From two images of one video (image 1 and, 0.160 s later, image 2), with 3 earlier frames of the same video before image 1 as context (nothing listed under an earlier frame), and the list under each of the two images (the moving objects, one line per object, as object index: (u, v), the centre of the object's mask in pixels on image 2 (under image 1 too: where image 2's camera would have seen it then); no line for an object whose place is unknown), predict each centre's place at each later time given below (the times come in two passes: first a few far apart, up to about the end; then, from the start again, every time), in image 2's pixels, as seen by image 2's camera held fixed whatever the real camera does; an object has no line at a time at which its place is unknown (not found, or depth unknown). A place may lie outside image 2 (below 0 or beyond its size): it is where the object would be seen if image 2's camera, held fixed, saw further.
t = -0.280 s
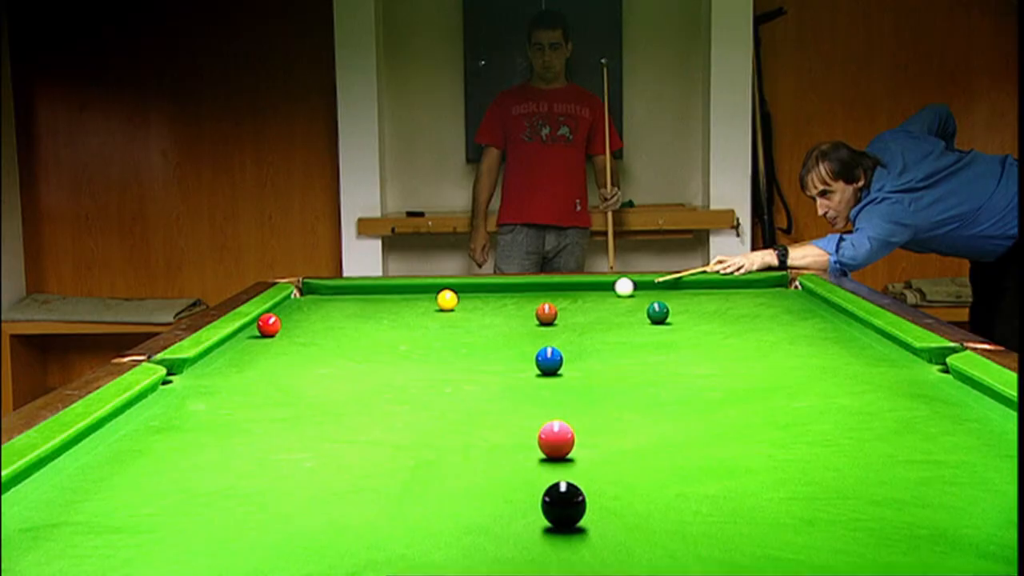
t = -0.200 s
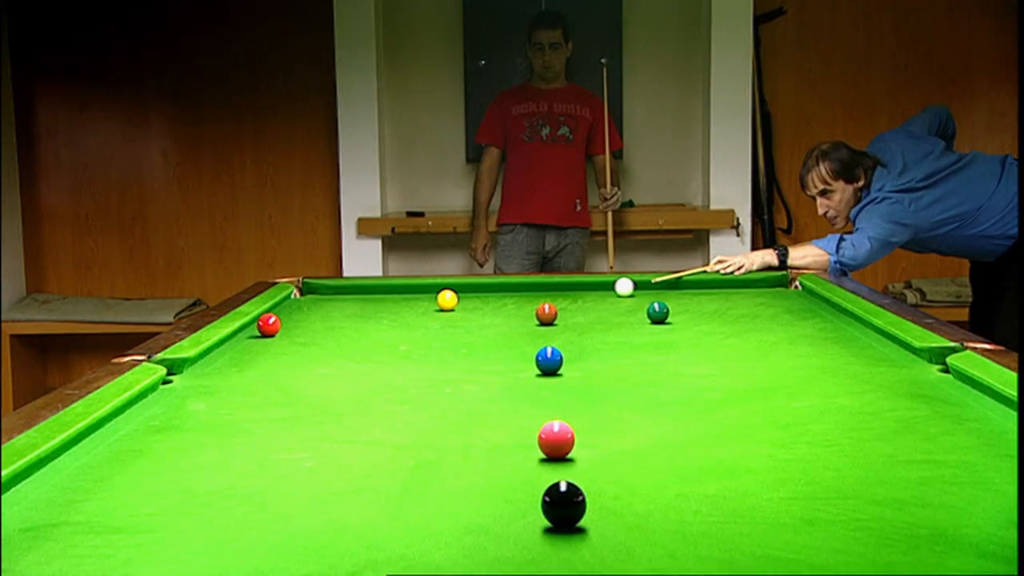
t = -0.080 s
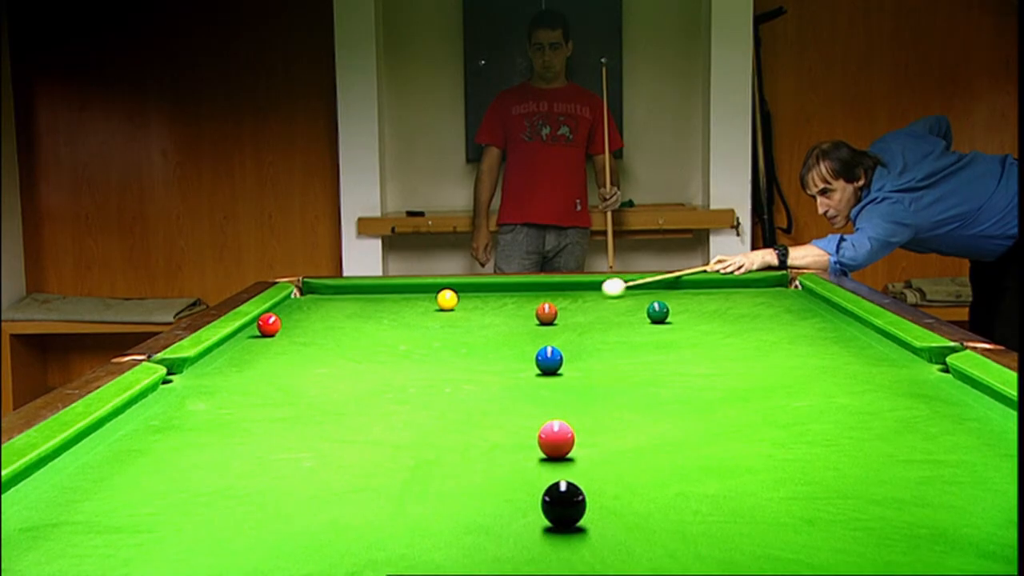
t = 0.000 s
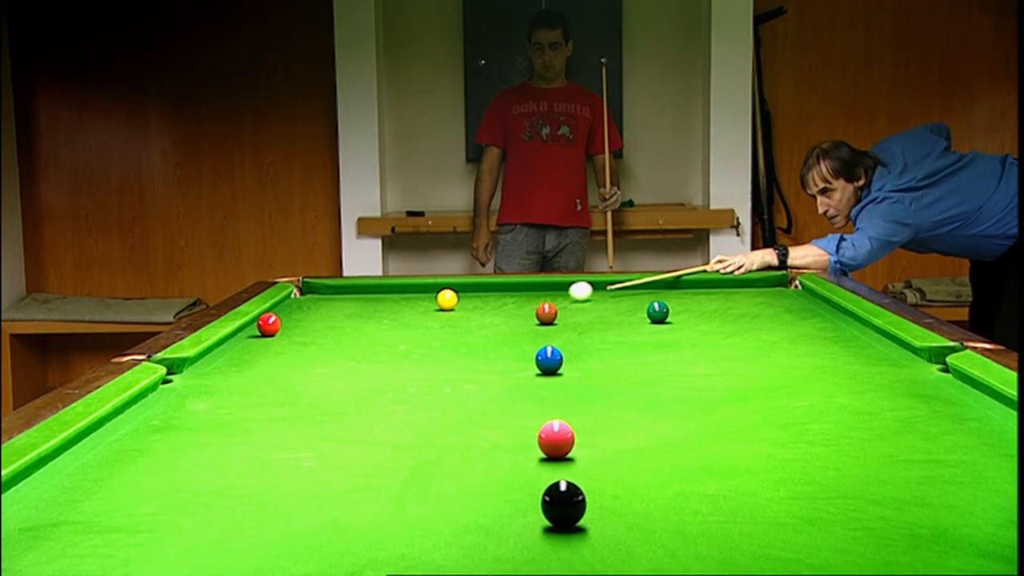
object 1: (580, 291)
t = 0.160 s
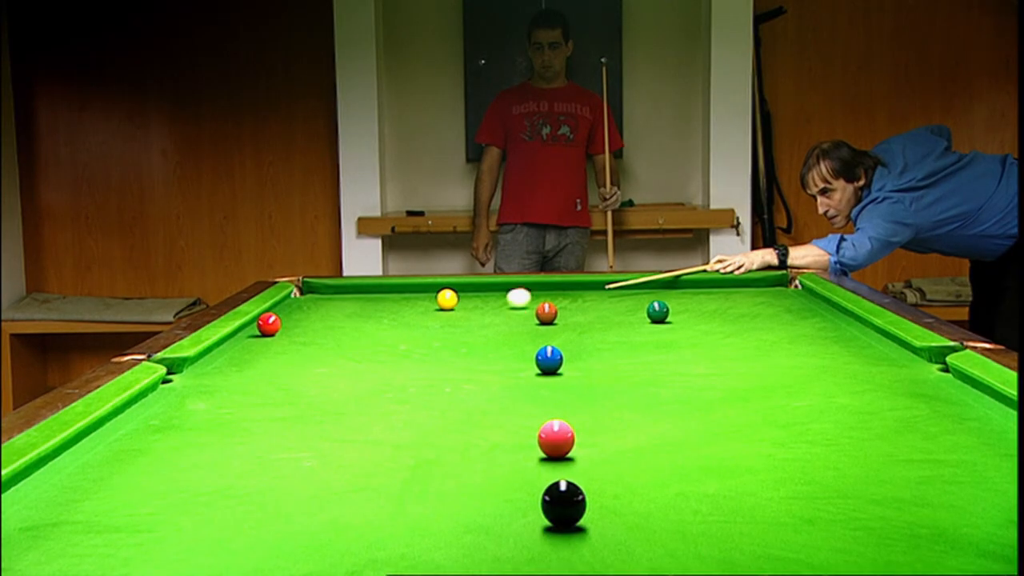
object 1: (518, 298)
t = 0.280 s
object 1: (470, 303)
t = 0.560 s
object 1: (349, 318)
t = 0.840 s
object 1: (248, 334)
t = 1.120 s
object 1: (246, 349)
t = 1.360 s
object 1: (258, 361)
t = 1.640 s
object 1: (275, 377)
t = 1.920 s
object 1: (294, 394)
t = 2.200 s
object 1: (315, 412)
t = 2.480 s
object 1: (339, 433)
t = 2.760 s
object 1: (365, 454)
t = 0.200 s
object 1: (503, 300)
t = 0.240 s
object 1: (486, 302)
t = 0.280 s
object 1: (470, 303)
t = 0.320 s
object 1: (454, 305)
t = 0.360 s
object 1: (436, 308)
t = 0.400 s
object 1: (419, 310)
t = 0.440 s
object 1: (402, 311)
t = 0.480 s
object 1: (384, 313)
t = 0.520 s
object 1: (367, 316)
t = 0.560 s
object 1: (349, 318)
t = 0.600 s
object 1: (330, 320)
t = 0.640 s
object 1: (311, 322)
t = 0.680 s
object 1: (293, 324)
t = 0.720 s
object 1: (281, 327)
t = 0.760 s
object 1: (271, 329)
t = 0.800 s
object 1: (260, 332)
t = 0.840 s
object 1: (248, 334)
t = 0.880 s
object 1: (236, 337)
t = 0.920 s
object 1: (236, 339)
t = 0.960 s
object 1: (238, 341)
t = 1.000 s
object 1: (240, 343)
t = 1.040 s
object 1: (242, 345)
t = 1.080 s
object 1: (244, 347)
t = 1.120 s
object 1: (246, 349)
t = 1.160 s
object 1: (248, 351)
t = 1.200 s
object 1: (250, 353)
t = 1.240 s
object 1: (252, 355)
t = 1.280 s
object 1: (254, 357)
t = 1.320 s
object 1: (256, 359)
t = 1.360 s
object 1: (258, 361)
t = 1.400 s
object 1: (261, 363)
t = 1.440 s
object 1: (263, 365)
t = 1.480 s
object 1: (265, 368)
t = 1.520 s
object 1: (268, 370)
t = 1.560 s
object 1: (270, 372)
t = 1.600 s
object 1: (272, 375)
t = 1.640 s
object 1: (275, 377)
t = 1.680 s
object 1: (278, 379)
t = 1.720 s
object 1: (280, 382)
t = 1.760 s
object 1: (283, 384)
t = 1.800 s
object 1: (286, 386)
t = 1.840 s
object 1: (289, 389)
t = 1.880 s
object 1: (291, 391)
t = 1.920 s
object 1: (294, 394)
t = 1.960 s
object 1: (297, 396)
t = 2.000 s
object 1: (300, 399)
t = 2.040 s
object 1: (303, 401)
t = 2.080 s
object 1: (306, 404)
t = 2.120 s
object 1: (309, 407)
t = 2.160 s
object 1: (312, 410)
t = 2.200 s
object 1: (315, 412)
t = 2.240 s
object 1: (319, 415)
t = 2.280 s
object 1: (322, 418)
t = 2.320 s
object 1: (325, 421)
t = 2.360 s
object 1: (329, 423)
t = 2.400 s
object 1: (332, 427)
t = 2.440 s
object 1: (336, 430)
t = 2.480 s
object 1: (339, 433)
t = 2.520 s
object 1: (342, 435)
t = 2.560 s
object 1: (346, 439)
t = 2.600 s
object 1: (350, 442)
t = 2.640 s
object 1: (354, 445)
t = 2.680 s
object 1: (358, 448)
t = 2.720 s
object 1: (361, 451)
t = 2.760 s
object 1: (365, 454)
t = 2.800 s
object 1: (369, 458)
